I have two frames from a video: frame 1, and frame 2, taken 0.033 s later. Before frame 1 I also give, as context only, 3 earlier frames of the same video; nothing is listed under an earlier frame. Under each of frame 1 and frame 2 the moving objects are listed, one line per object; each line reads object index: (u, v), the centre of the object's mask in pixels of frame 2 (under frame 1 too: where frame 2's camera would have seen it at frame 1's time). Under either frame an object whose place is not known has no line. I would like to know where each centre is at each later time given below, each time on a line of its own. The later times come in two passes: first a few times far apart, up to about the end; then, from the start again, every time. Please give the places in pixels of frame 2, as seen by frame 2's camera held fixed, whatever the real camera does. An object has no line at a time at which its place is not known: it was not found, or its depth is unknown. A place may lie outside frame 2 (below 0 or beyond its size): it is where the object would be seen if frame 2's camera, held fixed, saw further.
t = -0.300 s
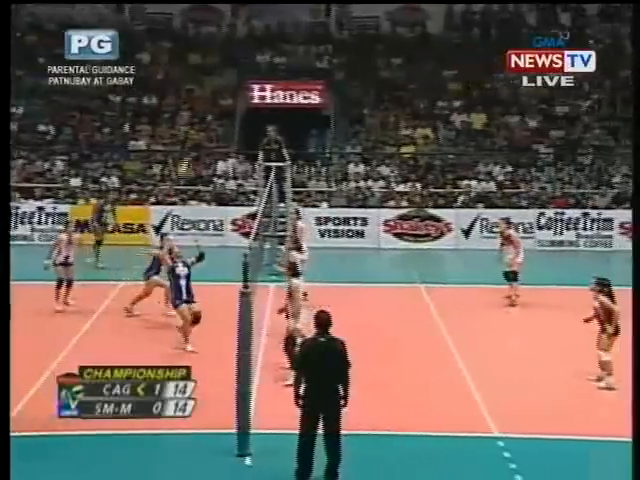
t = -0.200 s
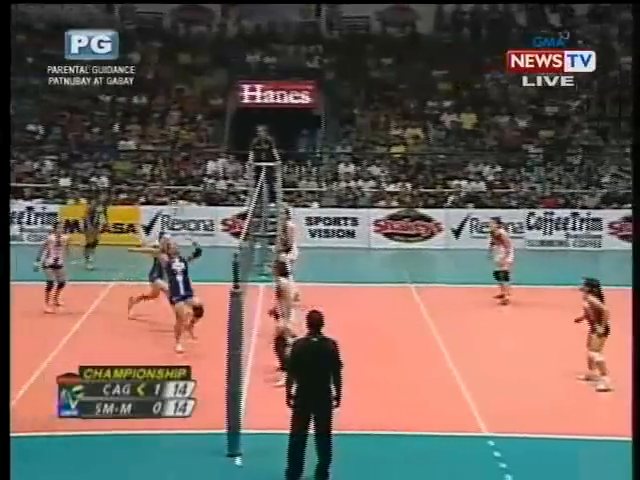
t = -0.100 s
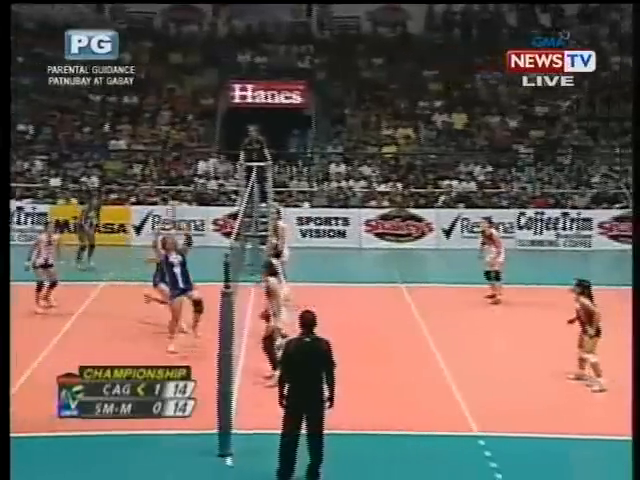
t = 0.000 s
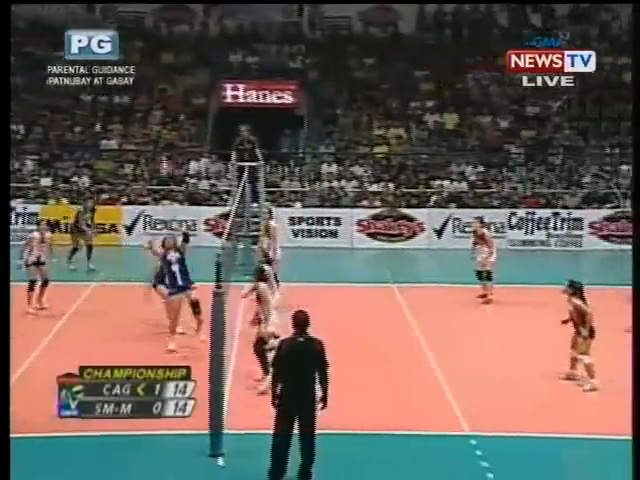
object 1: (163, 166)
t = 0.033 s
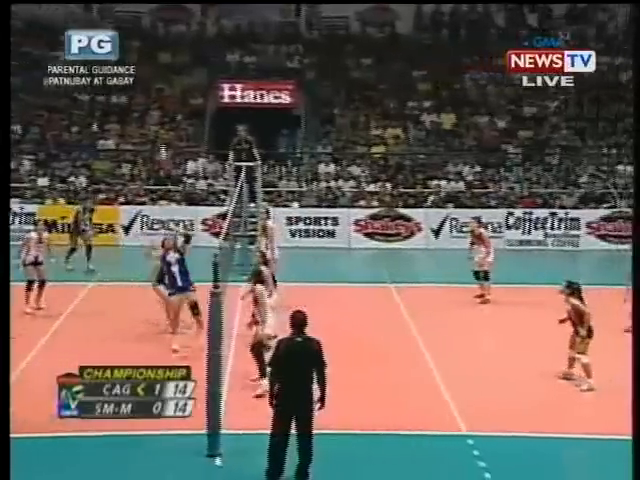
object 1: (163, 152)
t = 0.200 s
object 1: (169, 103)
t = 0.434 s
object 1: (178, 60)
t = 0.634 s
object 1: (186, 55)
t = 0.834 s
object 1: (196, 77)
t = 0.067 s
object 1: (165, 142)
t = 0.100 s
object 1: (166, 132)
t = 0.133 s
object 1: (167, 121)
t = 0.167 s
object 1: (168, 112)
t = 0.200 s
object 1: (169, 103)
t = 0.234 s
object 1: (171, 94)
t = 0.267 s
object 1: (171, 87)
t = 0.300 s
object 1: (172, 80)
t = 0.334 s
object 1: (173, 74)
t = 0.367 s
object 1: (175, 69)
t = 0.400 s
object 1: (176, 64)
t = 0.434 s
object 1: (178, 60)
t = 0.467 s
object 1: (179, 58)
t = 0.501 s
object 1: (180, 55)
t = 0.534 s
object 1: (182, 53)
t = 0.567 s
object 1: (183, 53)
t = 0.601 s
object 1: (184, 54)
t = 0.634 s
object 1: (186, 55)
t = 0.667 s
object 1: (188, 57)
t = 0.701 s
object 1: (189, 59)
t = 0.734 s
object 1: (190, 62)
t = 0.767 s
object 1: (192, 66)
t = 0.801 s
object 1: (193, 71)
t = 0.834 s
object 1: (196, 77)
